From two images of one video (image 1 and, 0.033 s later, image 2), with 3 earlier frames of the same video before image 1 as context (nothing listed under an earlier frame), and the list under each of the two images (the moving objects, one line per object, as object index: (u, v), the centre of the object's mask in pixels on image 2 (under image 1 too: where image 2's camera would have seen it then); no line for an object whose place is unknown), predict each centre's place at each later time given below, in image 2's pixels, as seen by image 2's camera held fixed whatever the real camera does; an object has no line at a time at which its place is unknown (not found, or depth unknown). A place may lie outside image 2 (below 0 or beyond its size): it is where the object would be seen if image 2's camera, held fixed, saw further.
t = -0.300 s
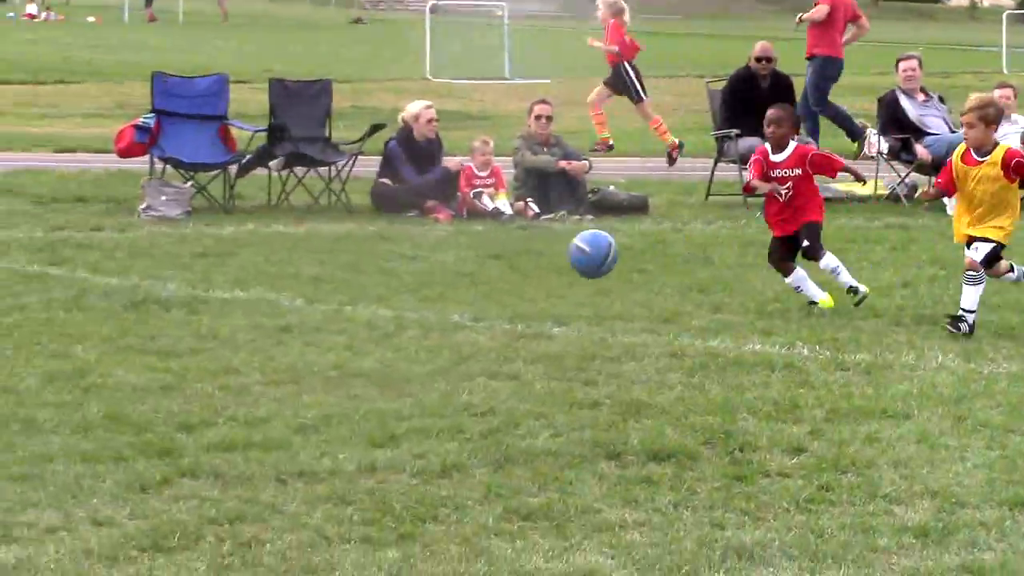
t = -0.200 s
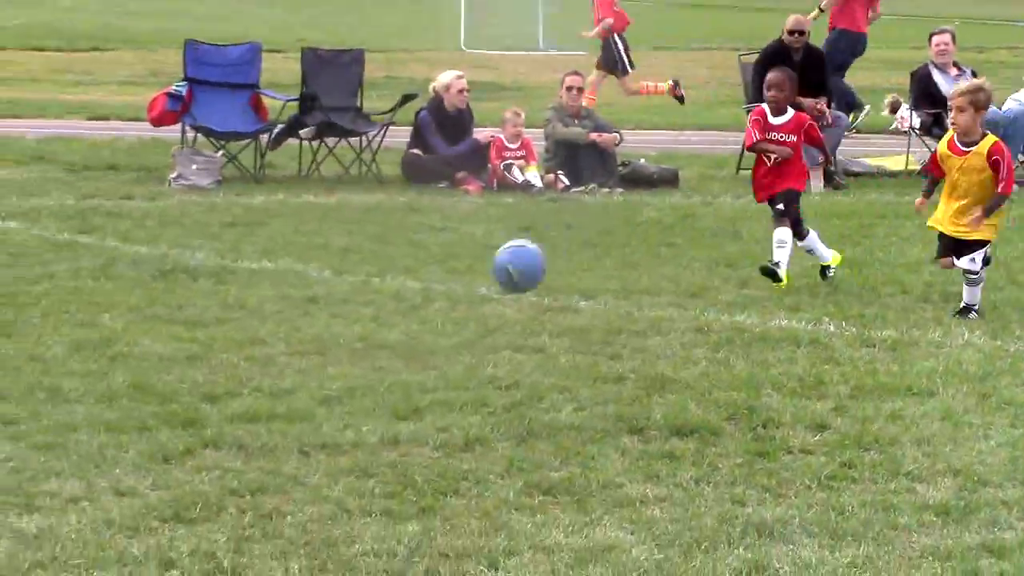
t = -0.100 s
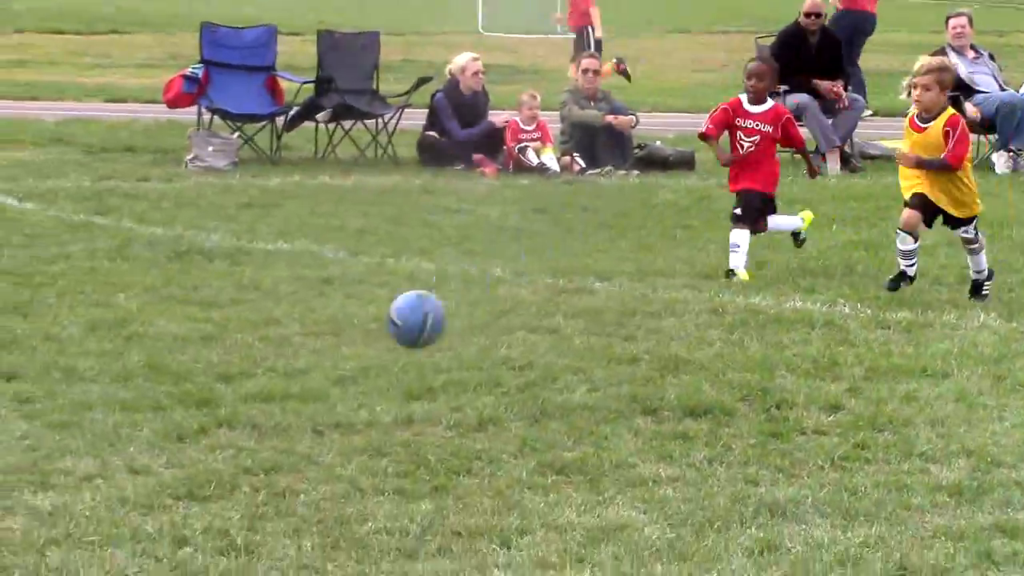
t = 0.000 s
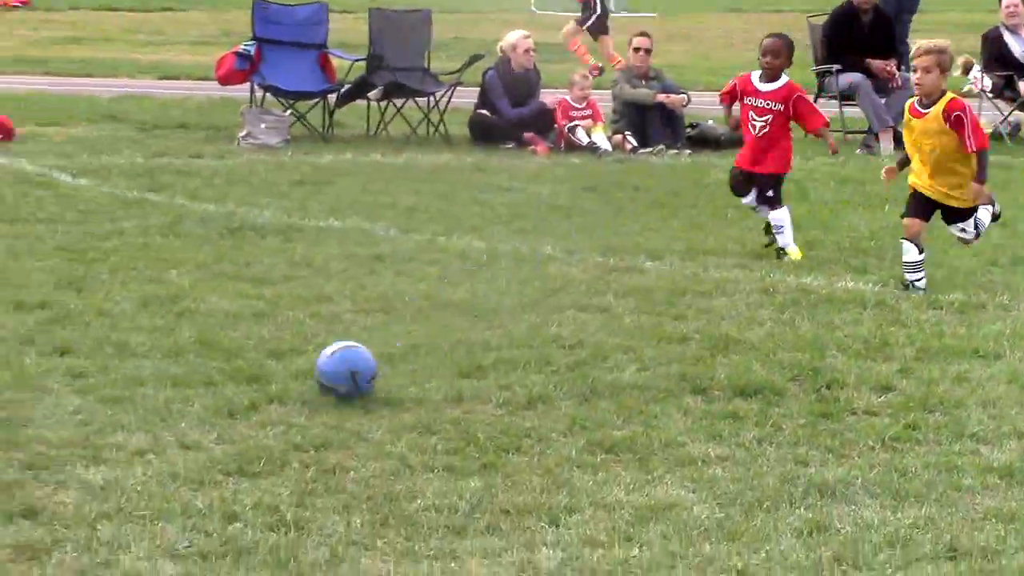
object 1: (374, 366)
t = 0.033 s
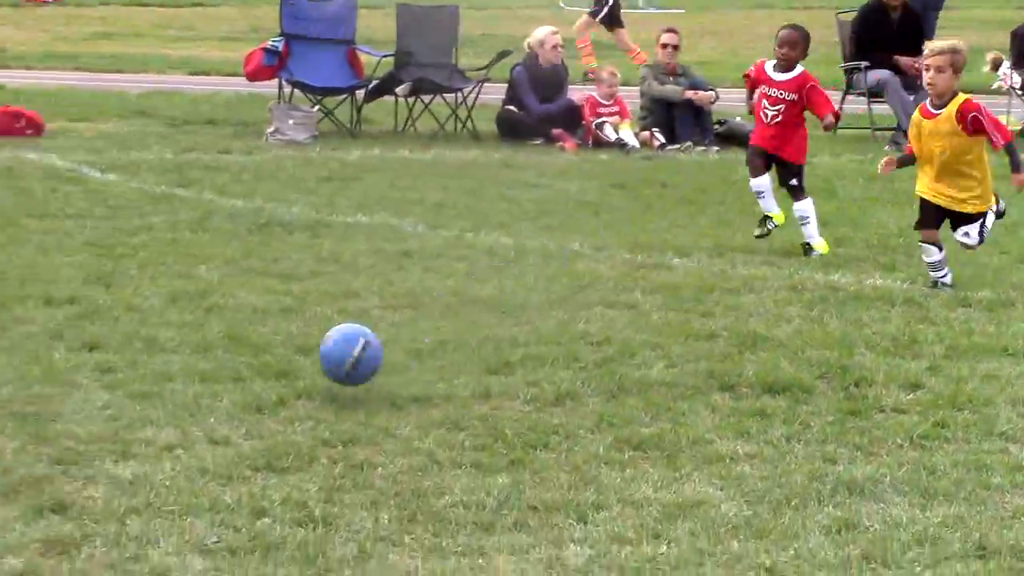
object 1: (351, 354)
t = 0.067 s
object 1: (326, 344)
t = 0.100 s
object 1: (298, 336)
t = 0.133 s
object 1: (271, 333)
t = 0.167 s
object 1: (242, 334)
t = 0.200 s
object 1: (213, 337)
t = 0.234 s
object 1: (180, 346)
